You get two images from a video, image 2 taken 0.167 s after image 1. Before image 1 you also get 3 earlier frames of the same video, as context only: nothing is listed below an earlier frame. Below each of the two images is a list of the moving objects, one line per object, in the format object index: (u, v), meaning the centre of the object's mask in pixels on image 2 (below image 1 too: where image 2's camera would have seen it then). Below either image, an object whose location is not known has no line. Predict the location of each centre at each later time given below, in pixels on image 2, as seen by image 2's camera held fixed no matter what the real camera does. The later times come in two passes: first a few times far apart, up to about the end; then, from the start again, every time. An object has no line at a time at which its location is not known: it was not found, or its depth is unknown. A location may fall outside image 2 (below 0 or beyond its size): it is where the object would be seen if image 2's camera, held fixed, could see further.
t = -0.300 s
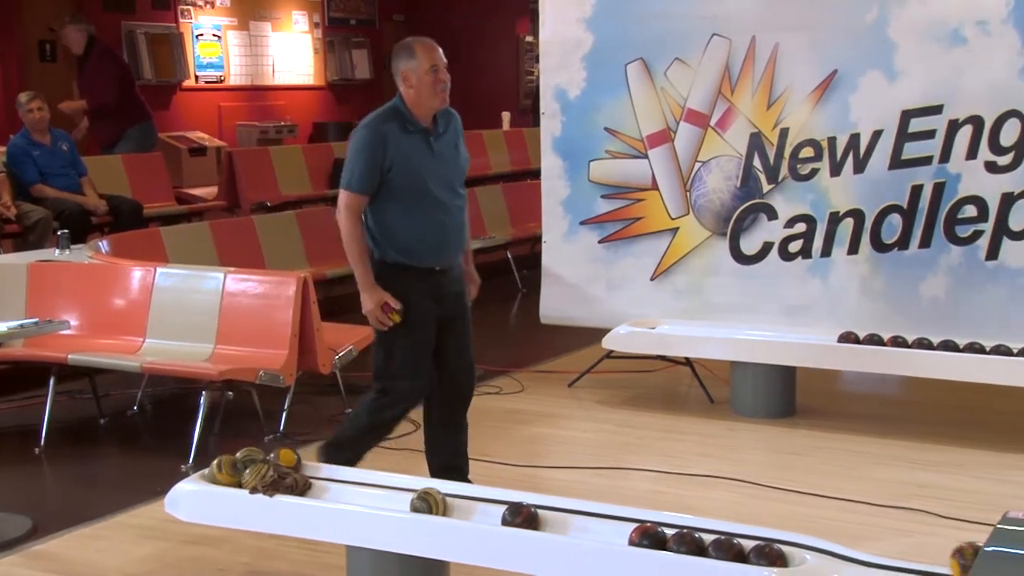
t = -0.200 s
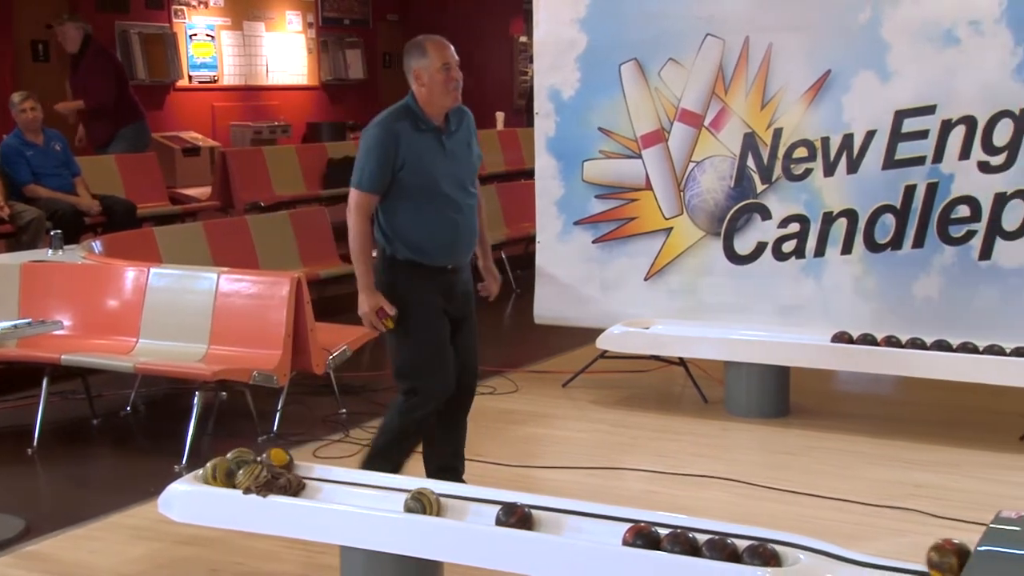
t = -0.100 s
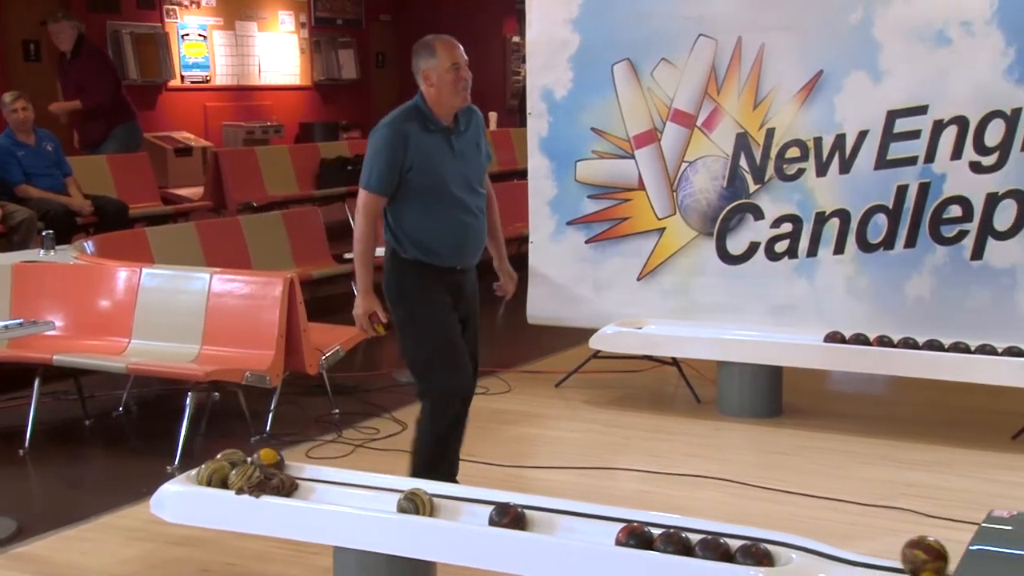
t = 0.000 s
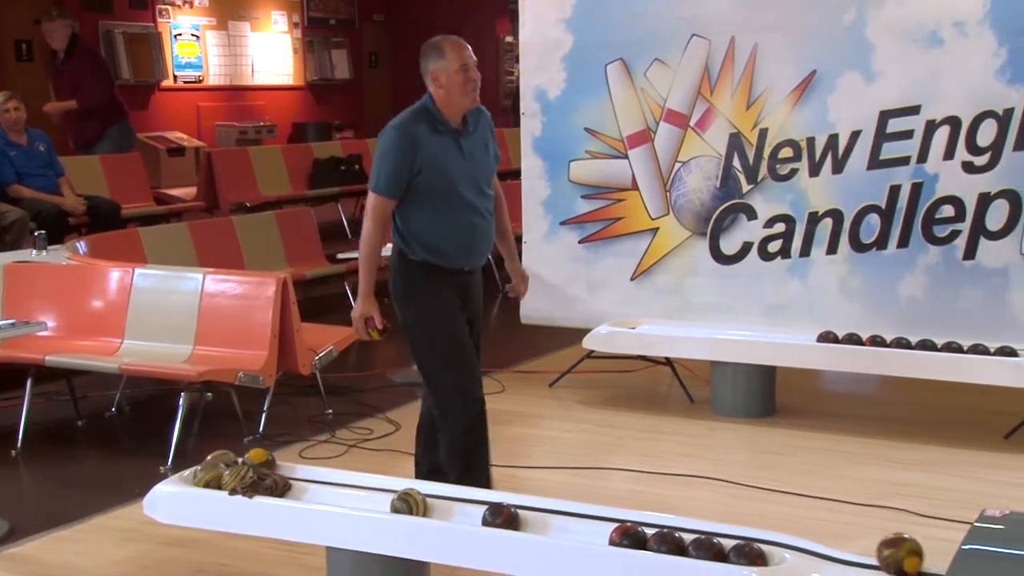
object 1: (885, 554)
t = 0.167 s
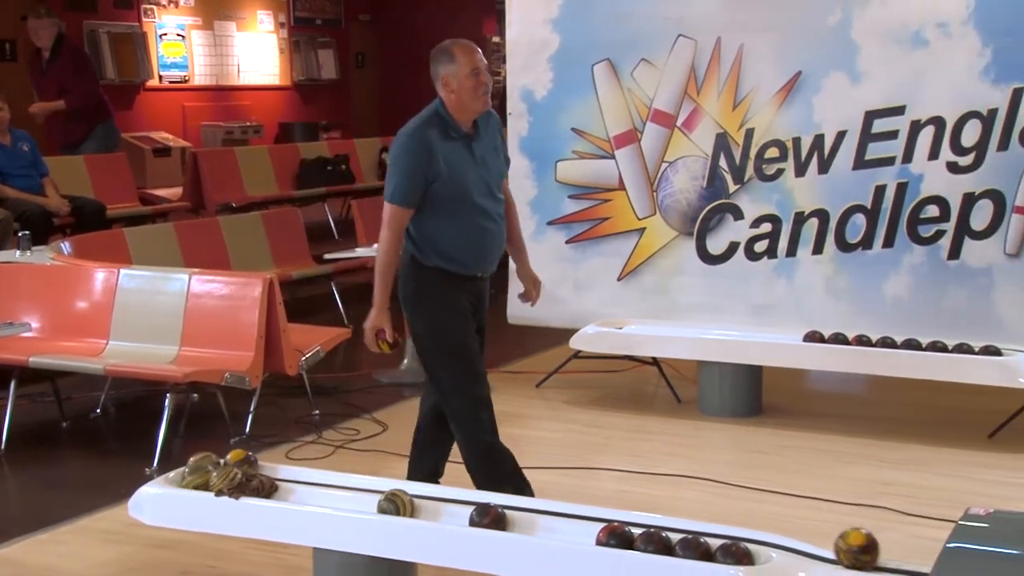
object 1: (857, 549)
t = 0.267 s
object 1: (840, 546)
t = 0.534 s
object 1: (798, 538)
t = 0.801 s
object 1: (756, 529)
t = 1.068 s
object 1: (709, 523)
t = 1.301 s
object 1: (666, 518)
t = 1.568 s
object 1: (619, 512)
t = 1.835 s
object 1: (578, 505)
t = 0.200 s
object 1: (851, 548)
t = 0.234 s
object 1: (845, 546)
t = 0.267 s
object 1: (840, 546)
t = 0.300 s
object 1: (834, 545)
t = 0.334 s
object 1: (829, 544)
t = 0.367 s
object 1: (823, 544)
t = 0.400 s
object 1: (818, 543)
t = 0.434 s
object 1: (813, 542)
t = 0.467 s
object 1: (808, 541)
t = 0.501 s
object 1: (803, 540)
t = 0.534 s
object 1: (798, 538)
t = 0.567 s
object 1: (794, 537)
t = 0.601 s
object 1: (789, 536)
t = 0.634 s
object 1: (784, 535)
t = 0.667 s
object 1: (779, 534)
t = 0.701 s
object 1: (773, 533)
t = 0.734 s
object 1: (768, 532)
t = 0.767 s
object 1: (762, 530)
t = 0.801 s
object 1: (756, 529)
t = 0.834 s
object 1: (751, 528)
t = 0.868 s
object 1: (745, 527)
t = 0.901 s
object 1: (739, 527)
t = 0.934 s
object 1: (733, 526)
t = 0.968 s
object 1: (727, 525)
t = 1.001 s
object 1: (721, 524)
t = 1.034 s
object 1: (714, 524)
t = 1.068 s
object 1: (709, 523)
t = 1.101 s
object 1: (703, 523)
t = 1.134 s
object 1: (696, 522)
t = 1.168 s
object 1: (690, 521)
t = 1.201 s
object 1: (684, 520)
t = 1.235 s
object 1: (678, 519)
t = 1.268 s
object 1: (672, 519)
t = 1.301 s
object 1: (666, 518)
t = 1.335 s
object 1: (660, 516)
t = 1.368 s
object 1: (654, 516)
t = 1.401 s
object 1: (648, 515)
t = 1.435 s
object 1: (642, 514)
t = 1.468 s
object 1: (637, 514)
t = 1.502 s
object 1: (631, 513)
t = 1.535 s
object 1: (625, 513)
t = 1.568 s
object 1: (619, 512)
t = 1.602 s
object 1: (614, 510)
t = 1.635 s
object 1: (609, 510)
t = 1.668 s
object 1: (603, 509)
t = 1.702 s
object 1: (597, 508)
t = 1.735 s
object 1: (592, 508)
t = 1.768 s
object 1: (587, 507)
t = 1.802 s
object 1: (583, 506)
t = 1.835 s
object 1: (578, 505)
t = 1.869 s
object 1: (573, 504)
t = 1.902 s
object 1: (568, 503)
